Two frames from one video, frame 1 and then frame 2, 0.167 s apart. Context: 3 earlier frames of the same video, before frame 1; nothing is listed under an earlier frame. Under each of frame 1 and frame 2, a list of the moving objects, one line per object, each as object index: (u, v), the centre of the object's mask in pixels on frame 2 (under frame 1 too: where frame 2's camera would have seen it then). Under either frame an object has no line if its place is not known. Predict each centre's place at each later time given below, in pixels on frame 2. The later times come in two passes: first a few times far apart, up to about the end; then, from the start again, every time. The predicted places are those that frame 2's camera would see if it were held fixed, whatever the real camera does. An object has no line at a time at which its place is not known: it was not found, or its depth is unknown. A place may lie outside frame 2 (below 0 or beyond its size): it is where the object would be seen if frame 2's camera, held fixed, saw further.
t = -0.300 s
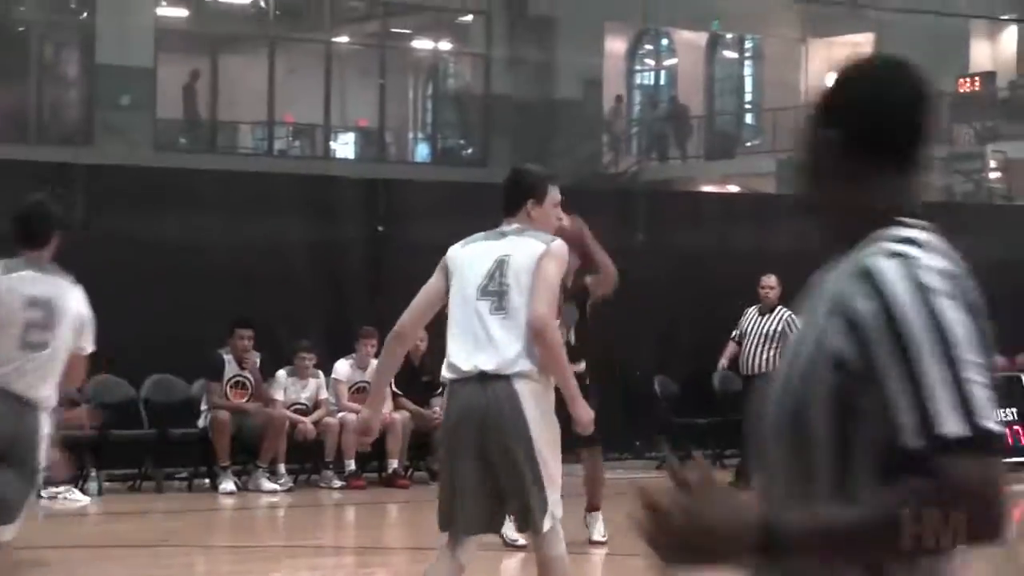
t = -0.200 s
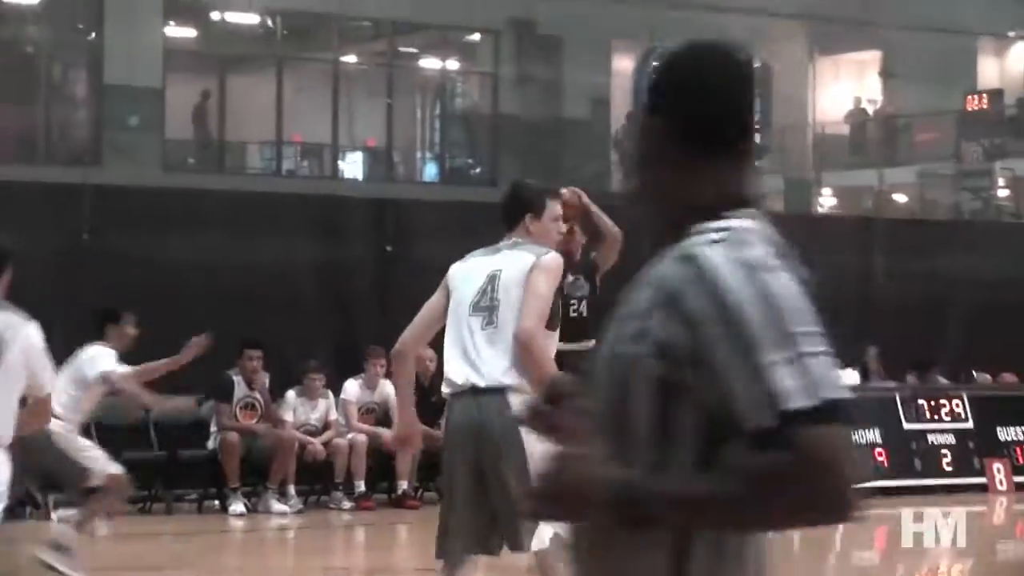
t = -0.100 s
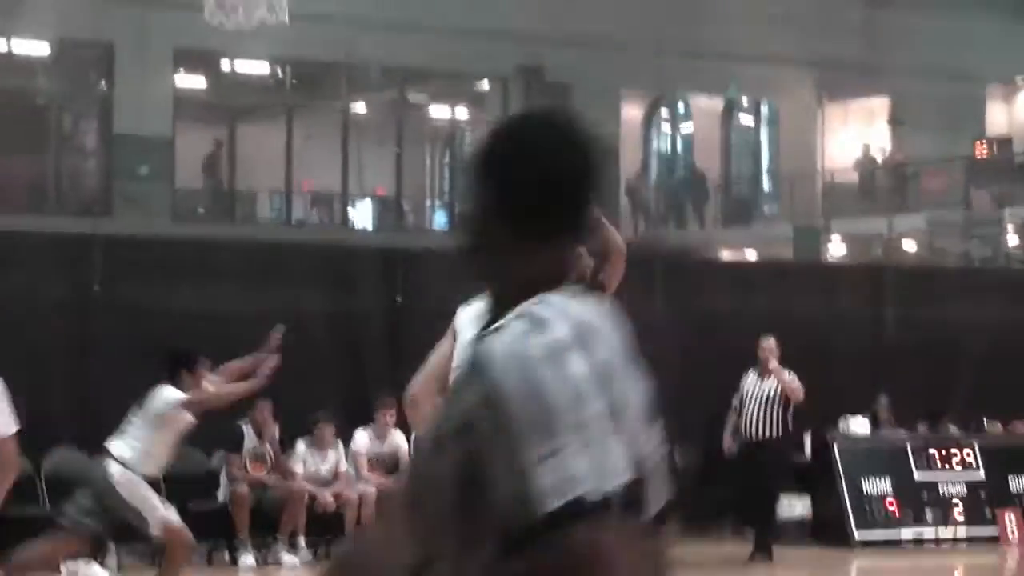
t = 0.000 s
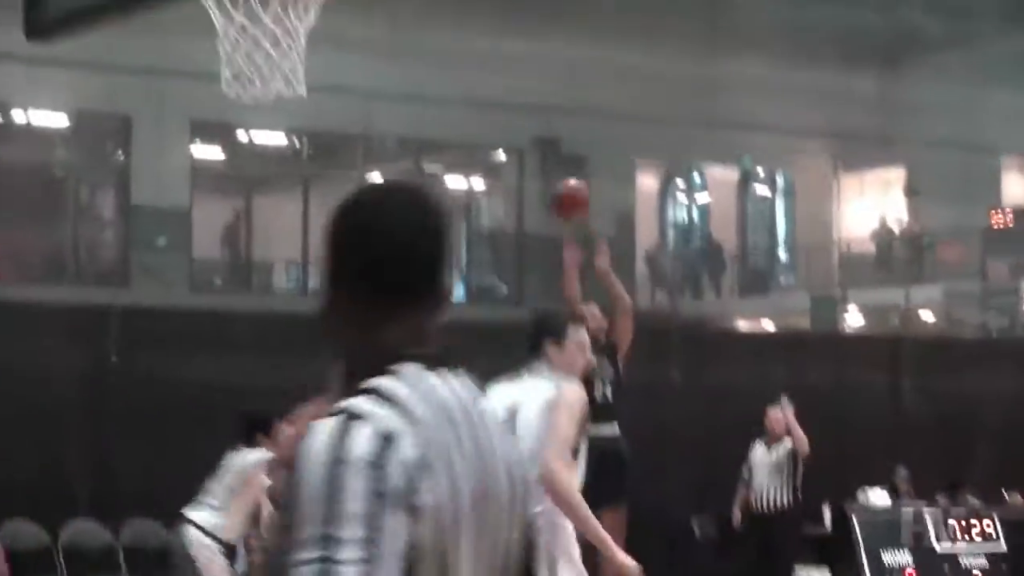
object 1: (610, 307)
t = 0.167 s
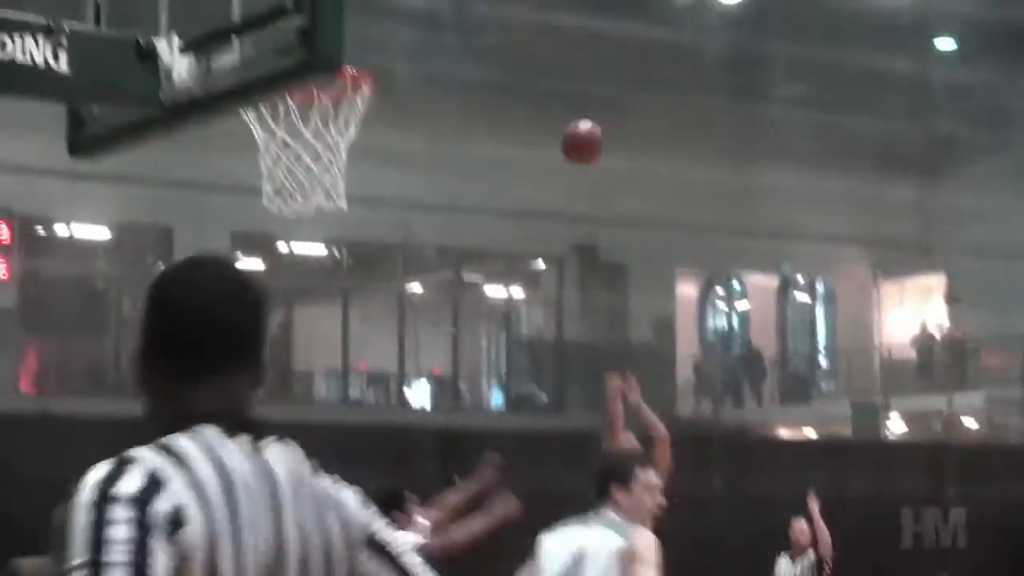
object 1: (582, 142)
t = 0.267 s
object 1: (566, 57)
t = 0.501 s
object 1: (520, -94)
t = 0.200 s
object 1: (576, 113)
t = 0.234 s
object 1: (571, 84)
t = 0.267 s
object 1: (566, 57)
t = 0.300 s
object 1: (560, 30)
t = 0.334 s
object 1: (553, 7)
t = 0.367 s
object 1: (547, -17)
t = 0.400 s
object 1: (545, -40)
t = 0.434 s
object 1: (534, -60)
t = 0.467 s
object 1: (527, -78)
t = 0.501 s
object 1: (520, -94)
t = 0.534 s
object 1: (511, -111)
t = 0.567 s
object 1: (504, -125)
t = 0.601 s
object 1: (496, -137)
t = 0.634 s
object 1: (487, -145)
